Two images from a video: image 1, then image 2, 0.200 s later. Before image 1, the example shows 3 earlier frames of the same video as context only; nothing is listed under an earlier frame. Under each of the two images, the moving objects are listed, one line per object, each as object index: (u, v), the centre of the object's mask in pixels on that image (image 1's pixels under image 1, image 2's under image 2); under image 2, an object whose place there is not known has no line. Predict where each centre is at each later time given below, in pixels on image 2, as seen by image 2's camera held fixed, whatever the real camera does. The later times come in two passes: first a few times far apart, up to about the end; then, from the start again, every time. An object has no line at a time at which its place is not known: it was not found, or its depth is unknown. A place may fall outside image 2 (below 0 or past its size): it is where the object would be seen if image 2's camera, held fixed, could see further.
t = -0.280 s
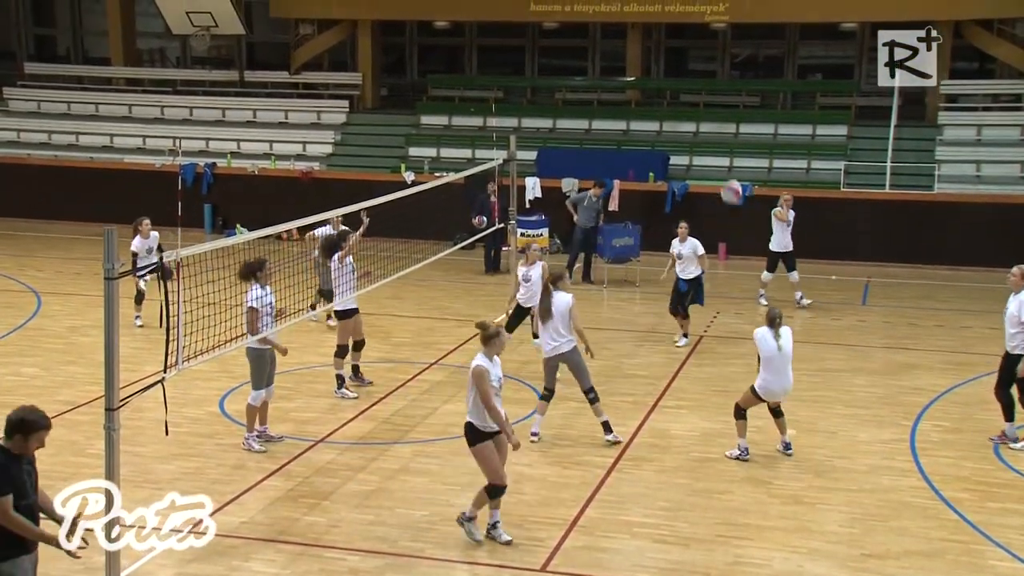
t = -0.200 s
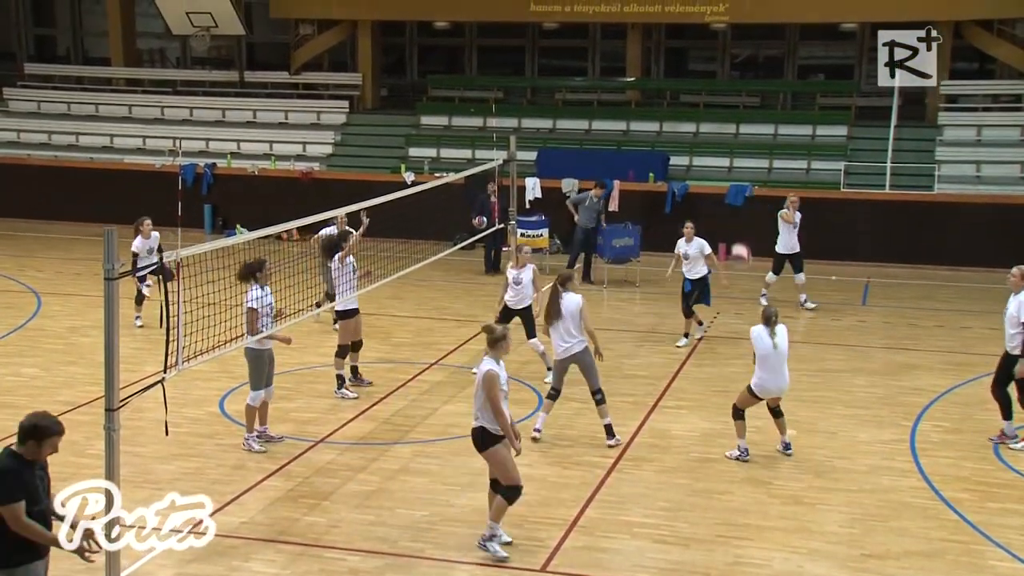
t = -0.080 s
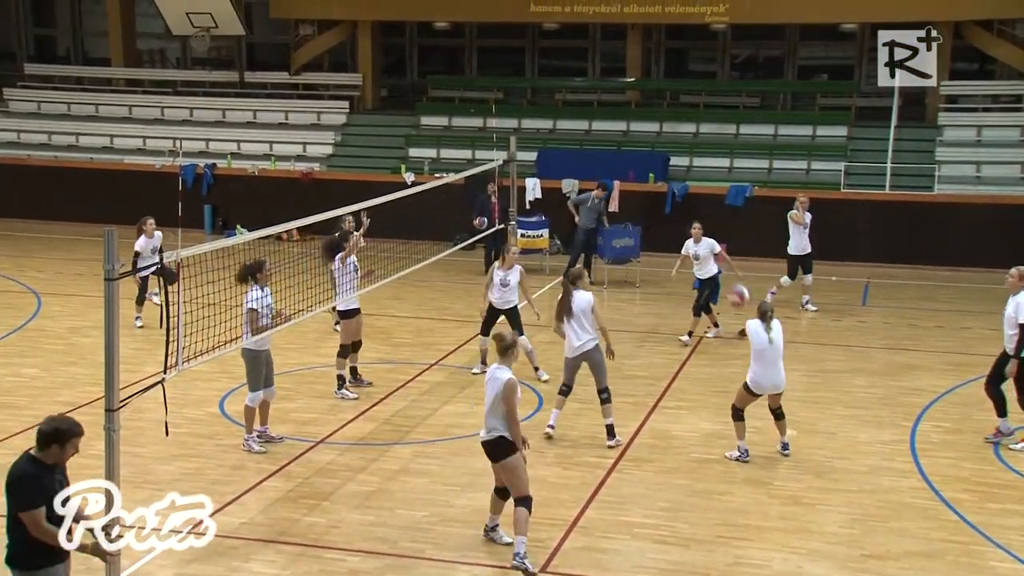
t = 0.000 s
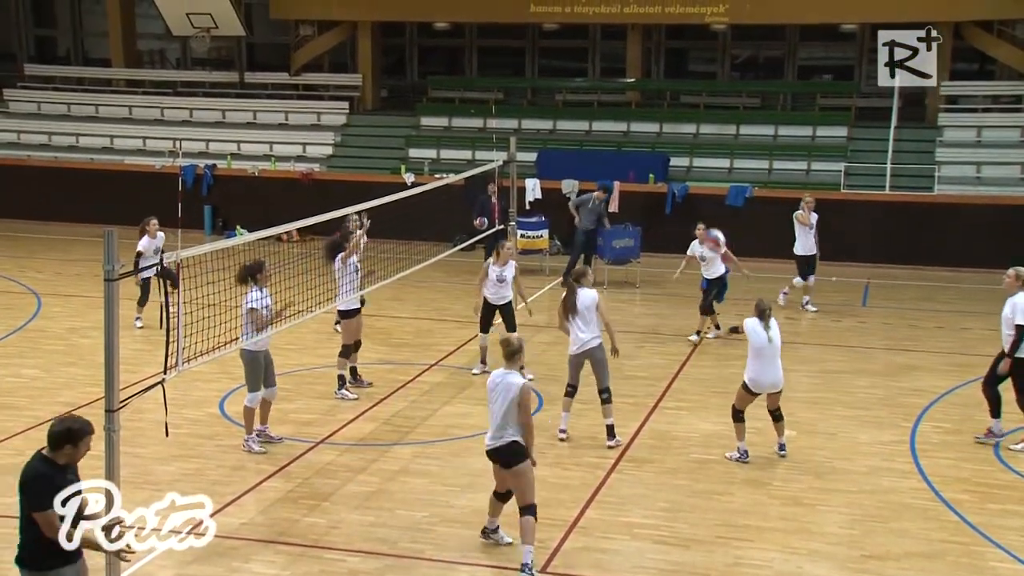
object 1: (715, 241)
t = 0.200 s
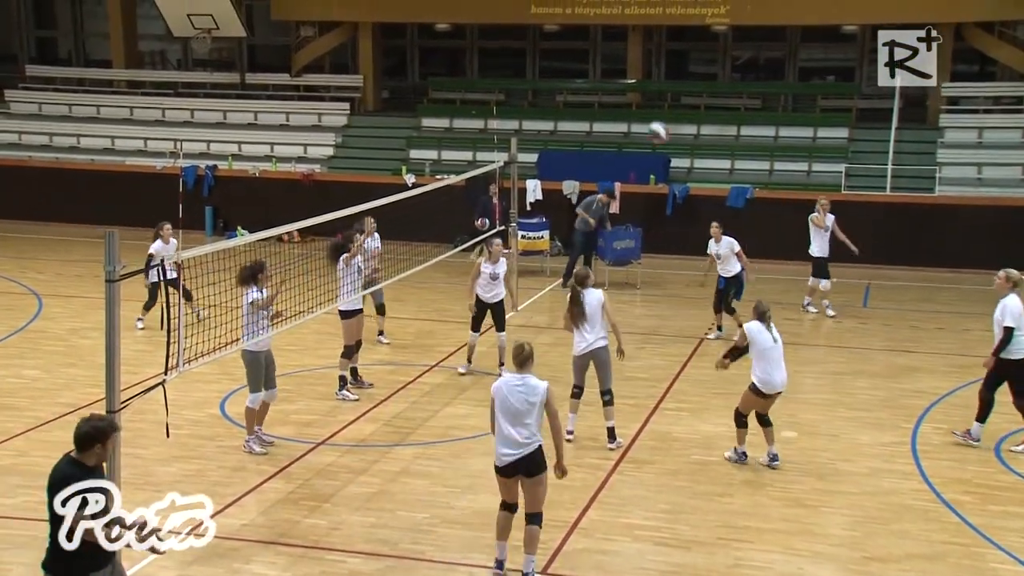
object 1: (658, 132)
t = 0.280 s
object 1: (638, 101)
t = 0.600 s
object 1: (554, 42)
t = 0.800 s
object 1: (507, 56)
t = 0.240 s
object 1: (648, 114)
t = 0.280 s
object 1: (638, 101)
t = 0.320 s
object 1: (627, 86)
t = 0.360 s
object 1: (616, 75)
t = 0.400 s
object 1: (605, 66)
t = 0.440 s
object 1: (595, 58)
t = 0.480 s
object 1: (585, 52)
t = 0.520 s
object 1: (574, 46)
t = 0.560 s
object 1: (564, 43)
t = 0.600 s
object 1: (554, 42)
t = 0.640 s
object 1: (544, 42)
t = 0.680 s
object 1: (535, 43)
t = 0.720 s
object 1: (526, 46)
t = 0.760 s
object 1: (516, 50)
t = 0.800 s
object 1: (507, 56)
